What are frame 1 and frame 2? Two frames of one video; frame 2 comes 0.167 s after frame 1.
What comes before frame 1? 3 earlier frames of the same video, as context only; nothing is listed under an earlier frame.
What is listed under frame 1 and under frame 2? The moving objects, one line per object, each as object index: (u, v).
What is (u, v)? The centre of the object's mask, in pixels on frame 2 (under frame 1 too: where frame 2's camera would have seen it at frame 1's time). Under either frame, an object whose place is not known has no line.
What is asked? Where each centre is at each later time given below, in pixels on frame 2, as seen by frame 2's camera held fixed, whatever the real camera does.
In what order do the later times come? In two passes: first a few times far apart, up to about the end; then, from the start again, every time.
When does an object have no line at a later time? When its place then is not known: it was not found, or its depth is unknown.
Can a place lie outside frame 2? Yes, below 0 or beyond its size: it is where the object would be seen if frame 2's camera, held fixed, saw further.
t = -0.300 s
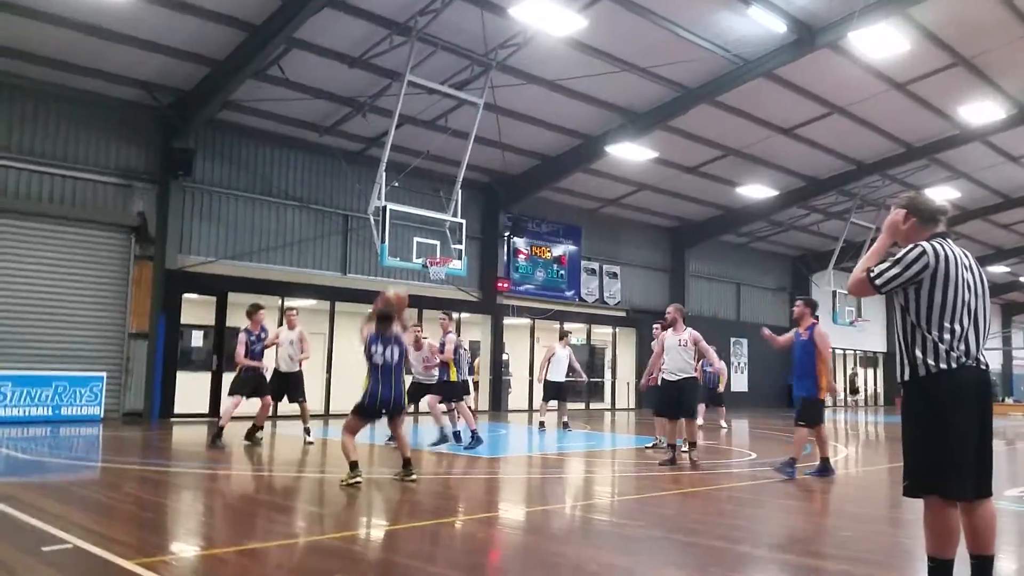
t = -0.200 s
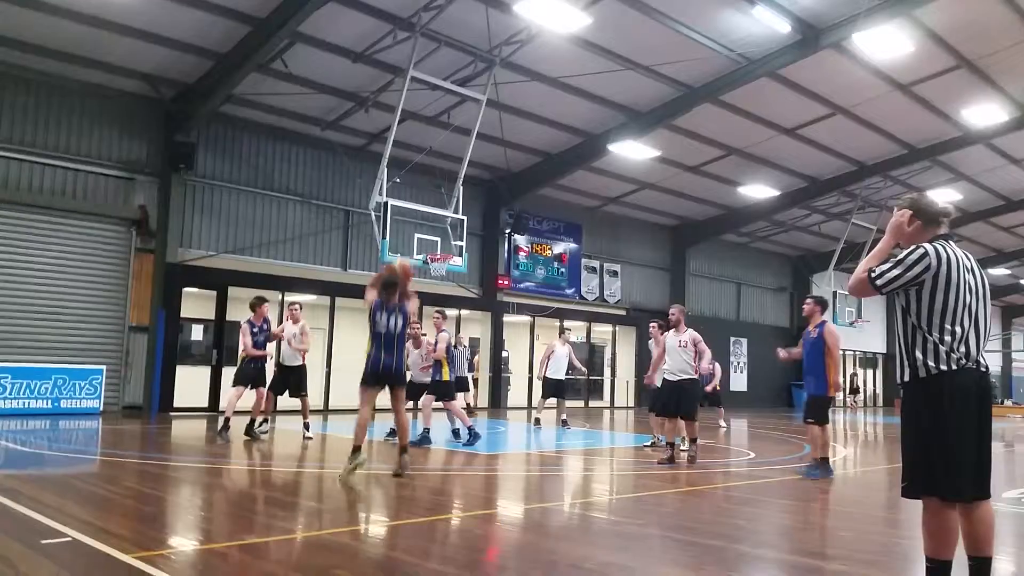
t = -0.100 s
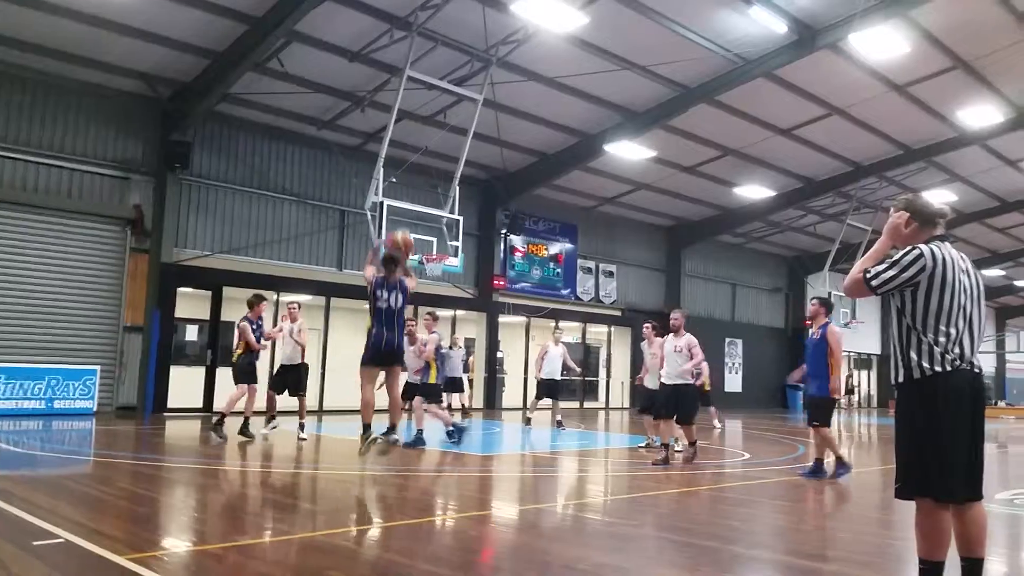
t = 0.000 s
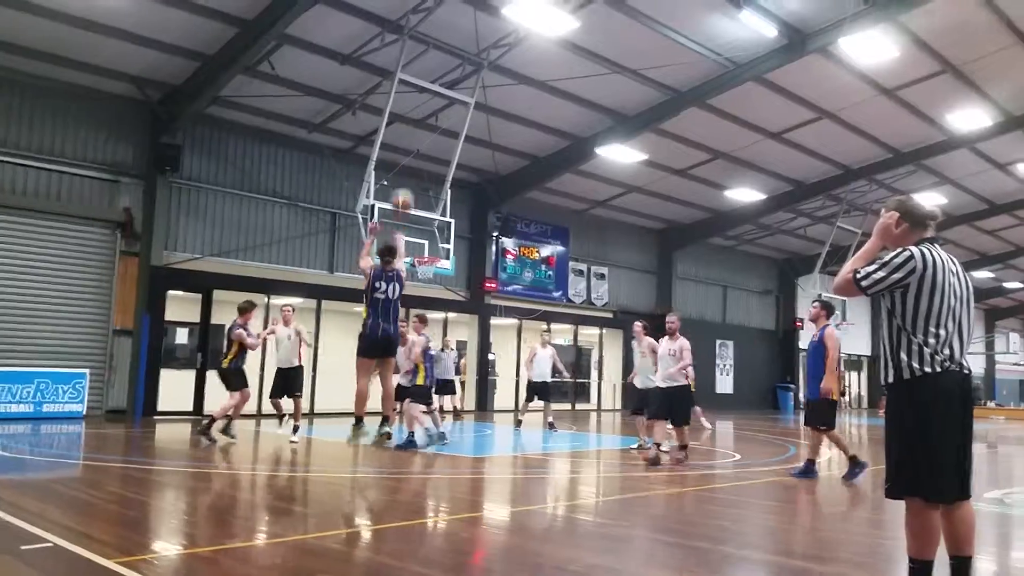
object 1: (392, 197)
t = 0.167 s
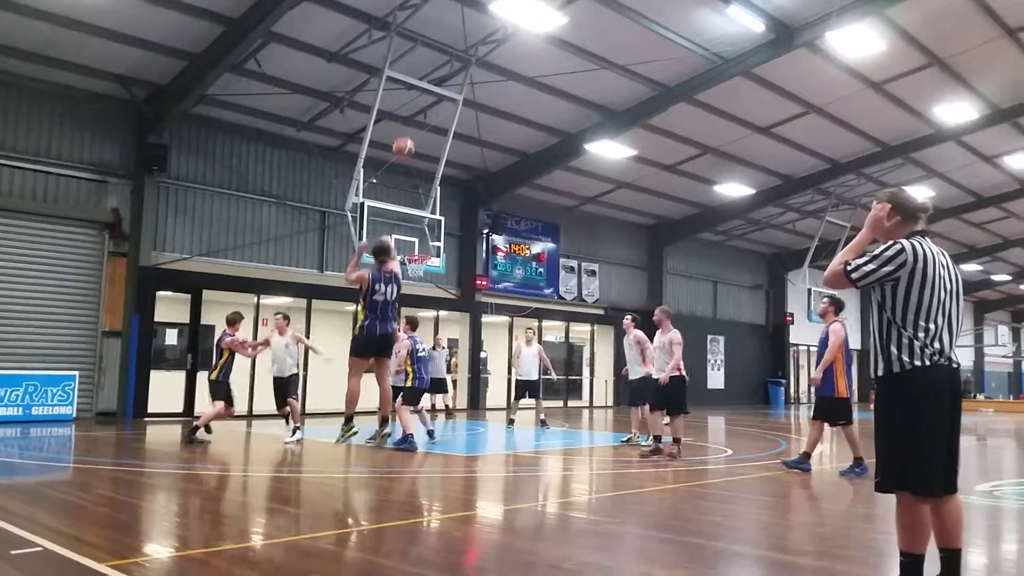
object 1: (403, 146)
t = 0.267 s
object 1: (409, 133)
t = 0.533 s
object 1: (420, 131)
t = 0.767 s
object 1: (428, 163)
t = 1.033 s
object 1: (432, 230)
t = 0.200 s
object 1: (404, 141)
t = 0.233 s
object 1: (406, 137)
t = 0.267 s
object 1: (409, 133)
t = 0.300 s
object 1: (410, 130)
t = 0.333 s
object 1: (412, 128)
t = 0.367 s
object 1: (413, 128)
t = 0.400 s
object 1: (414, 126)
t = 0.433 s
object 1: (416, 126)
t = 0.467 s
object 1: (418, 127)
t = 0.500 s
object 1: (419, 128)
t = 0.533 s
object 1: (420, 131)
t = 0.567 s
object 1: (421, 133)
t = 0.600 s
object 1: (422, 136)
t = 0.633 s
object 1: (423, 141)
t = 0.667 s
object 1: (424, 147)
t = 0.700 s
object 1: (425, 152)
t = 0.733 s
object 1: (426, 158)
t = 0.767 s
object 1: (428, 163)
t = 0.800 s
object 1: (427, 172)
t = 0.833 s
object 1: (427, 181)
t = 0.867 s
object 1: (428, 187)
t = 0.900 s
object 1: (428, 194)
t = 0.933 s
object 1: (430, 203)
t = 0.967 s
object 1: (430, 213)
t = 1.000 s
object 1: (430, 223)
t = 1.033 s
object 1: (432, 230)
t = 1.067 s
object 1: (431, 242)
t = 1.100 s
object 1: (432, 251)
